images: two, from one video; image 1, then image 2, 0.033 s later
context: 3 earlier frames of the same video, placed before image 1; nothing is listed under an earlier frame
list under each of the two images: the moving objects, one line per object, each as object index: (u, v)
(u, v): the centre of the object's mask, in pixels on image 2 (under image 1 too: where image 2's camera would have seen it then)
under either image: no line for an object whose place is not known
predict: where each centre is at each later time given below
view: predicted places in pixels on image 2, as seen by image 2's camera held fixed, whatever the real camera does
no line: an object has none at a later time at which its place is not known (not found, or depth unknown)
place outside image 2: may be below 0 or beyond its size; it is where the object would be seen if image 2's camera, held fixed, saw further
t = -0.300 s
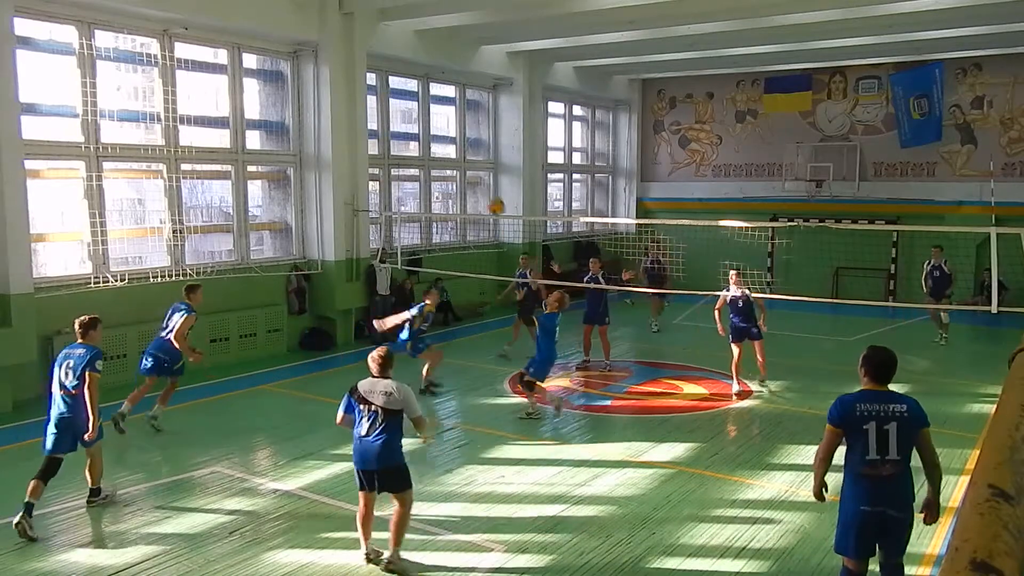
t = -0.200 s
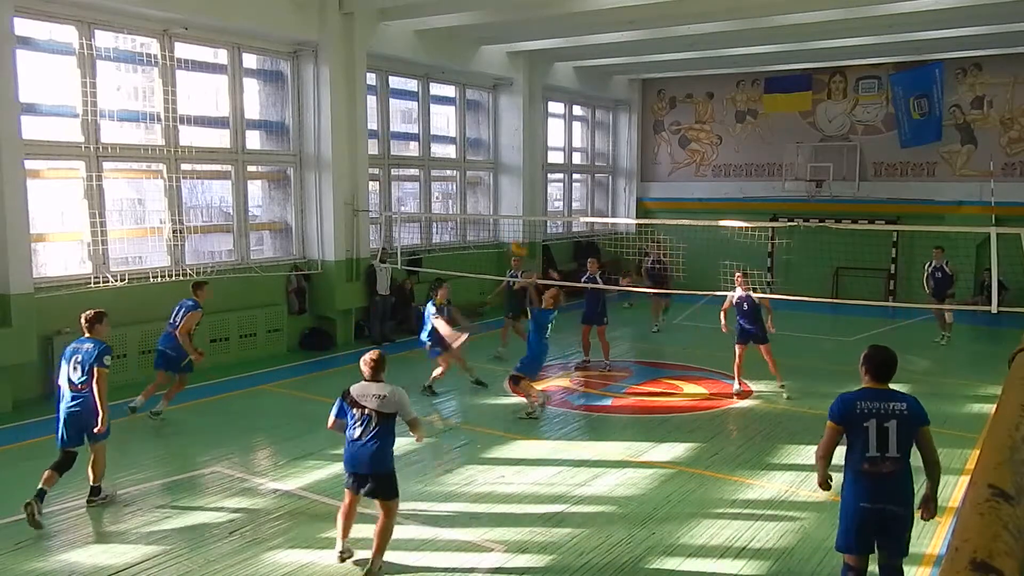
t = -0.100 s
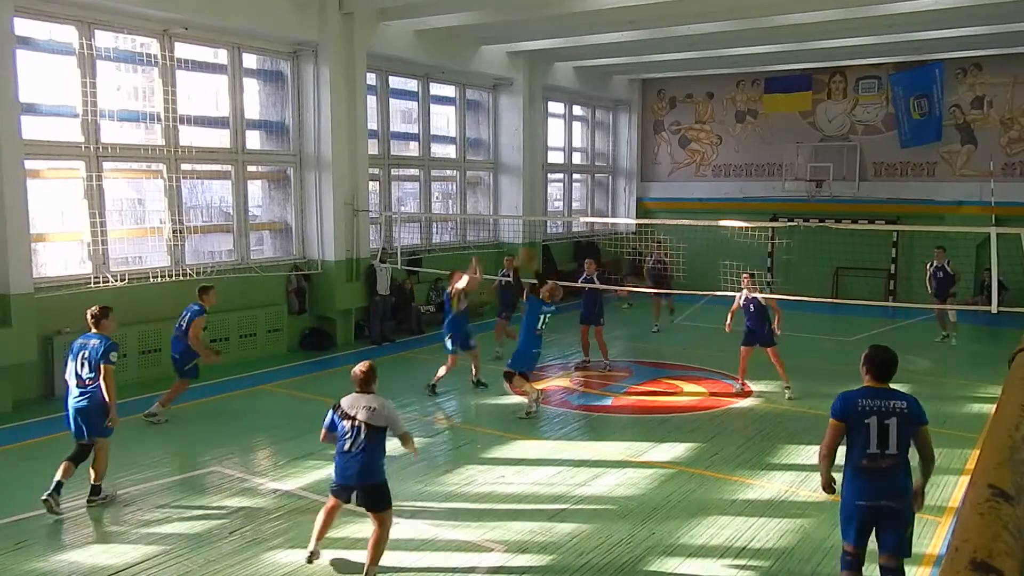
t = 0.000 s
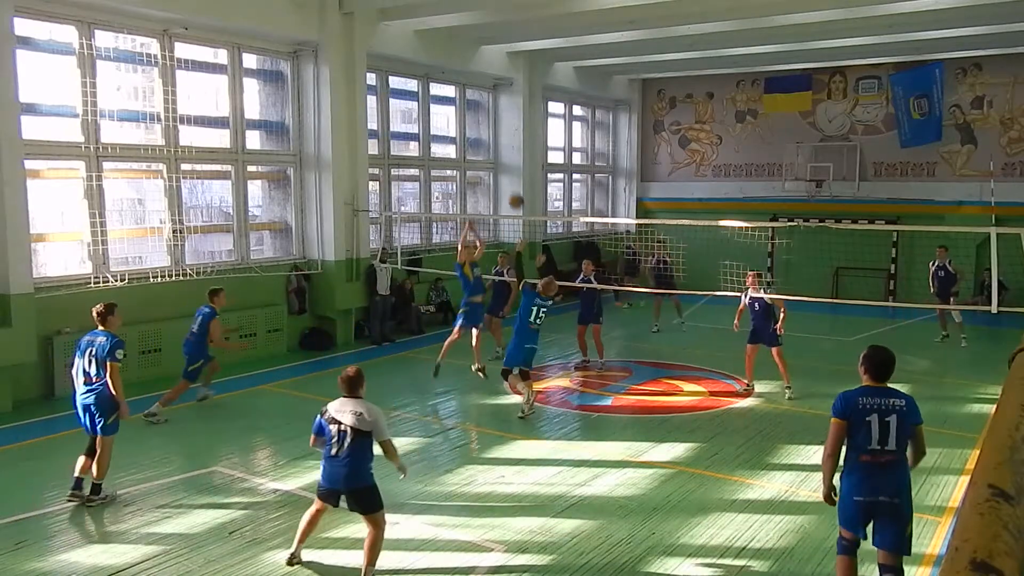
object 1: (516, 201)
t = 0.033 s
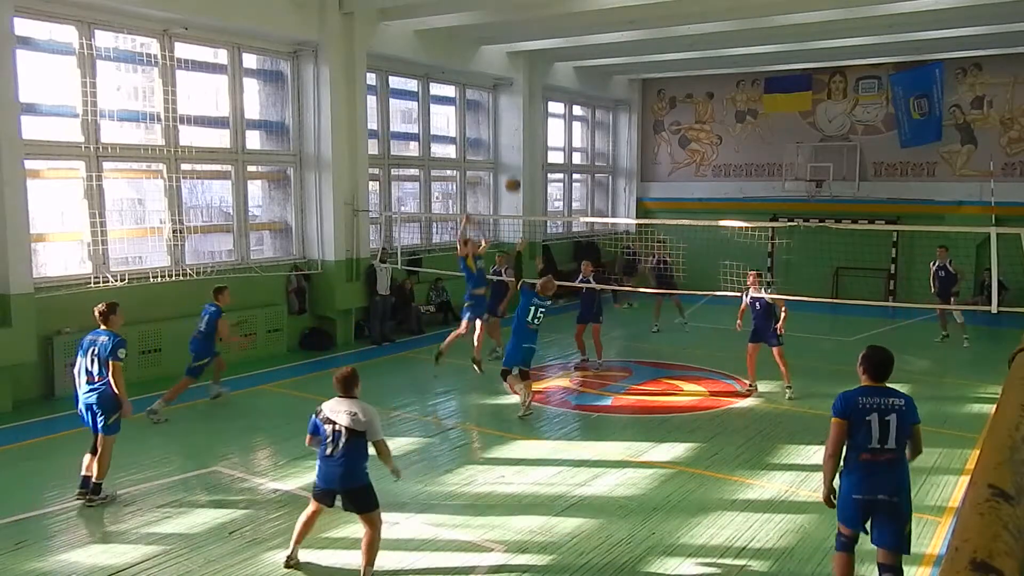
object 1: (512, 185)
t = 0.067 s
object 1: (509, 170)
